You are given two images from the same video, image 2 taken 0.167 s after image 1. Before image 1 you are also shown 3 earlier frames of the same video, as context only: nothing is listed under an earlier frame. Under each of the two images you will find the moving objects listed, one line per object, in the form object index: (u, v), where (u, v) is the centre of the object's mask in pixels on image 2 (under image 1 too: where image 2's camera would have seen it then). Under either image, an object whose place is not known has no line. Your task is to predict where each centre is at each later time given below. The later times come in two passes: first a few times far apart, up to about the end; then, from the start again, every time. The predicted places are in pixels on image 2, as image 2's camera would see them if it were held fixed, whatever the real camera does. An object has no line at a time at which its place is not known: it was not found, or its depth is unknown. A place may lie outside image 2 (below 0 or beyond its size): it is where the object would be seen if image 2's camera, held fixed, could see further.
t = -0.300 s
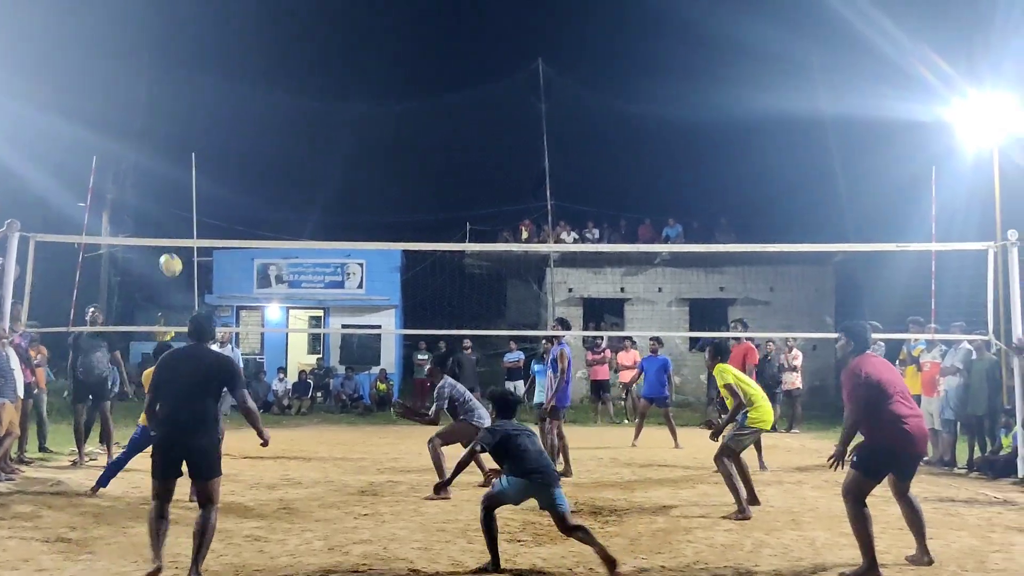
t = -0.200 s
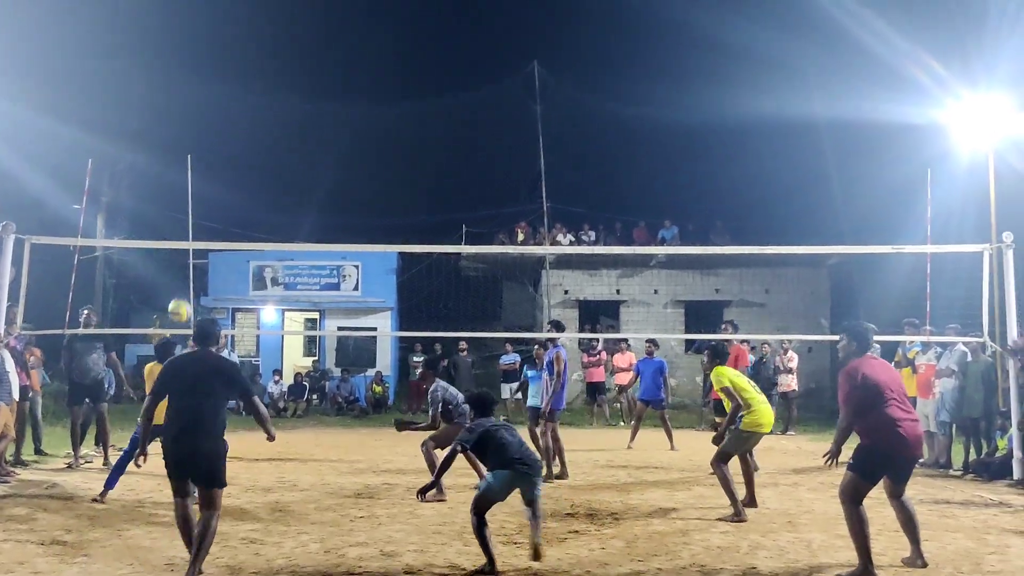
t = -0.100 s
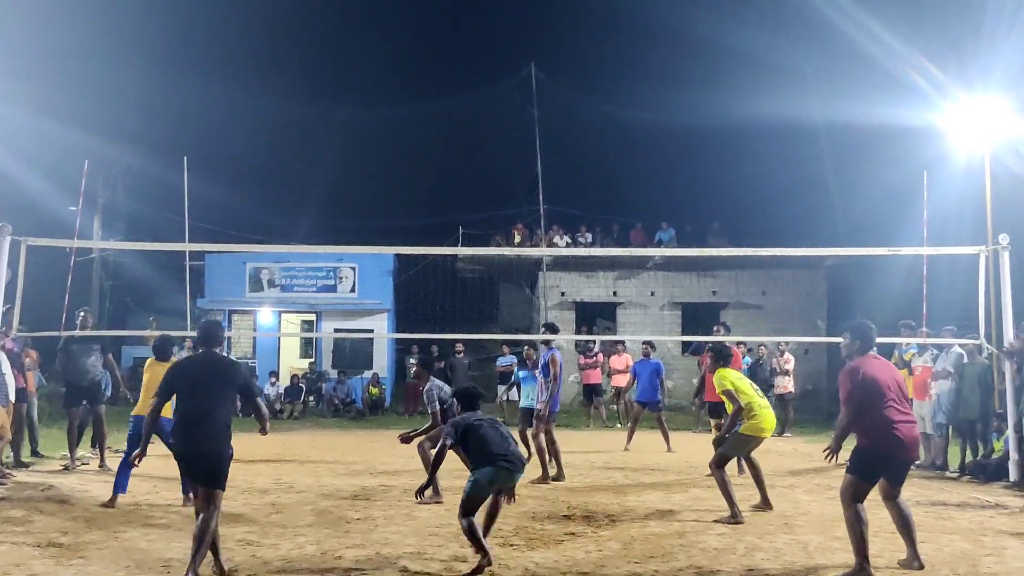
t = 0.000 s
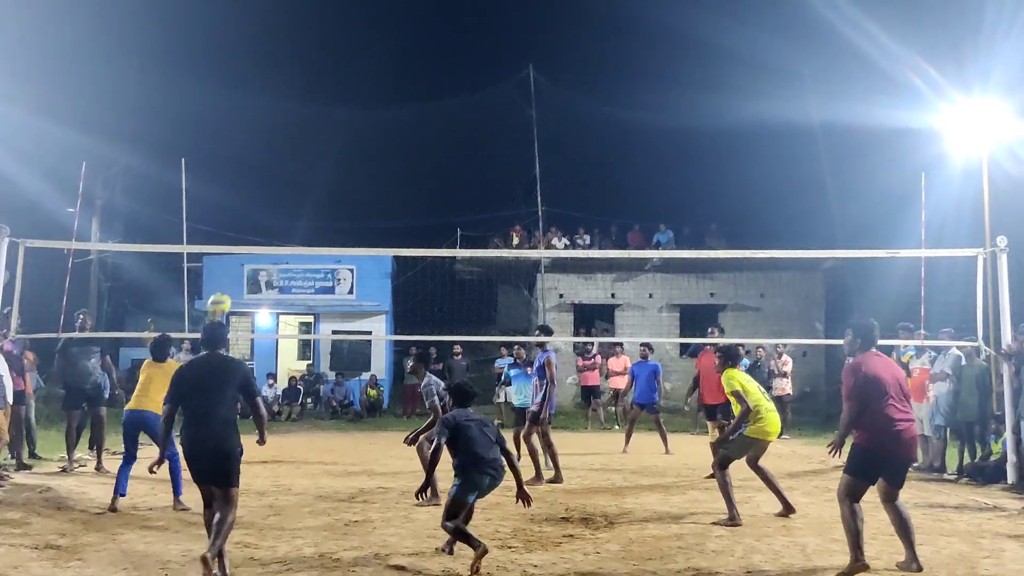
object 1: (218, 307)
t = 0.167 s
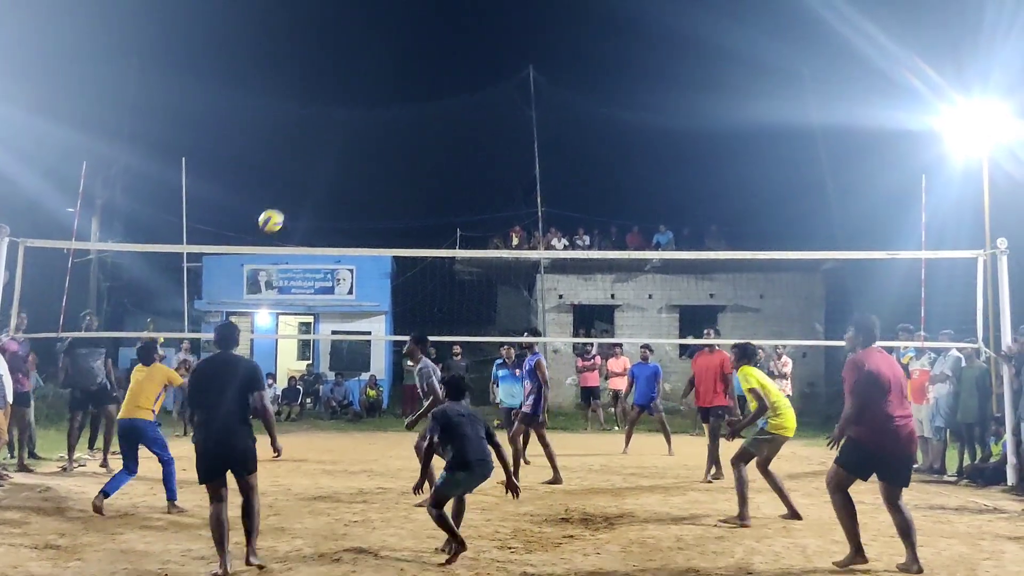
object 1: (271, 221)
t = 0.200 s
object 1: (281, 207)
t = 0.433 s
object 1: (353, 144)
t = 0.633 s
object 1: (412, 134)
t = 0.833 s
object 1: (471, 166)
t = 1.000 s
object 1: (517, 225)
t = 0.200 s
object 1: (281, 207)
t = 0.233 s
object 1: (292, 194)
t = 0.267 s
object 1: (302, 183)
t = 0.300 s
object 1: (312, 173)
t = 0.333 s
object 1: (323, 164)
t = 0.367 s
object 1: (333, 156)
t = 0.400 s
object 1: (343, 150)
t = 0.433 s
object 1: (353, 144)
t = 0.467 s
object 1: (363, 140)
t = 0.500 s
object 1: (373, 136)
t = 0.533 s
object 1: (383, 135)
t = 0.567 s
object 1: (392, 133)
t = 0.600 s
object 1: (402, 133)
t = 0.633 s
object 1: (412, 134)
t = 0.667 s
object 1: (422, 137)
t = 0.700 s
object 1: (432, 140)
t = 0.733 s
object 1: (442, 145)
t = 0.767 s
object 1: (451, 151)
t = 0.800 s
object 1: (461, 158)
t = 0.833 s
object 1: (471, 166)
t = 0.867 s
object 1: (480, 176)
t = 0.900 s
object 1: (489, 186)
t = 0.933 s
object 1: (499, 198)
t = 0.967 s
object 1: (508, 211)
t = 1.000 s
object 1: (517, 225)
